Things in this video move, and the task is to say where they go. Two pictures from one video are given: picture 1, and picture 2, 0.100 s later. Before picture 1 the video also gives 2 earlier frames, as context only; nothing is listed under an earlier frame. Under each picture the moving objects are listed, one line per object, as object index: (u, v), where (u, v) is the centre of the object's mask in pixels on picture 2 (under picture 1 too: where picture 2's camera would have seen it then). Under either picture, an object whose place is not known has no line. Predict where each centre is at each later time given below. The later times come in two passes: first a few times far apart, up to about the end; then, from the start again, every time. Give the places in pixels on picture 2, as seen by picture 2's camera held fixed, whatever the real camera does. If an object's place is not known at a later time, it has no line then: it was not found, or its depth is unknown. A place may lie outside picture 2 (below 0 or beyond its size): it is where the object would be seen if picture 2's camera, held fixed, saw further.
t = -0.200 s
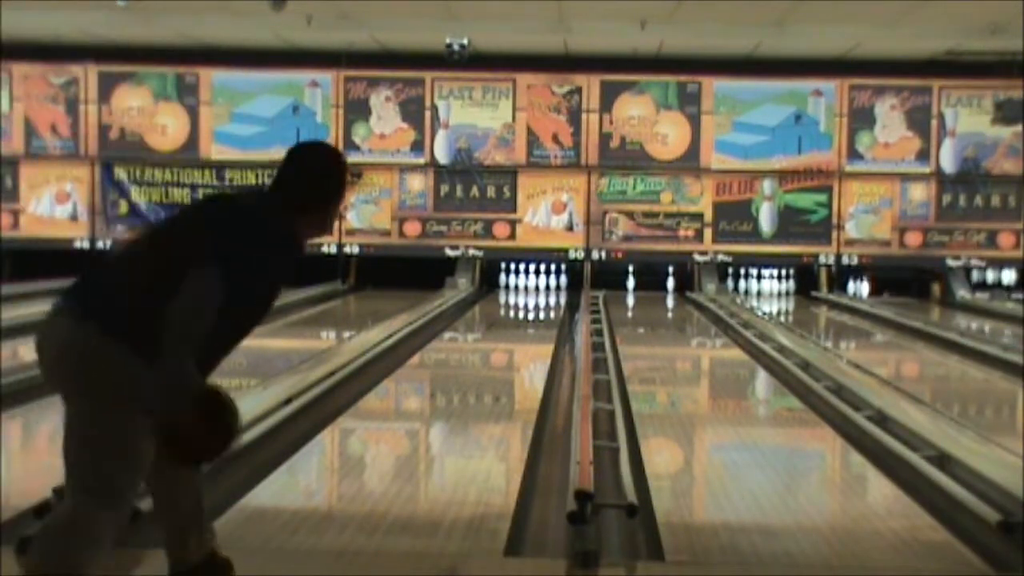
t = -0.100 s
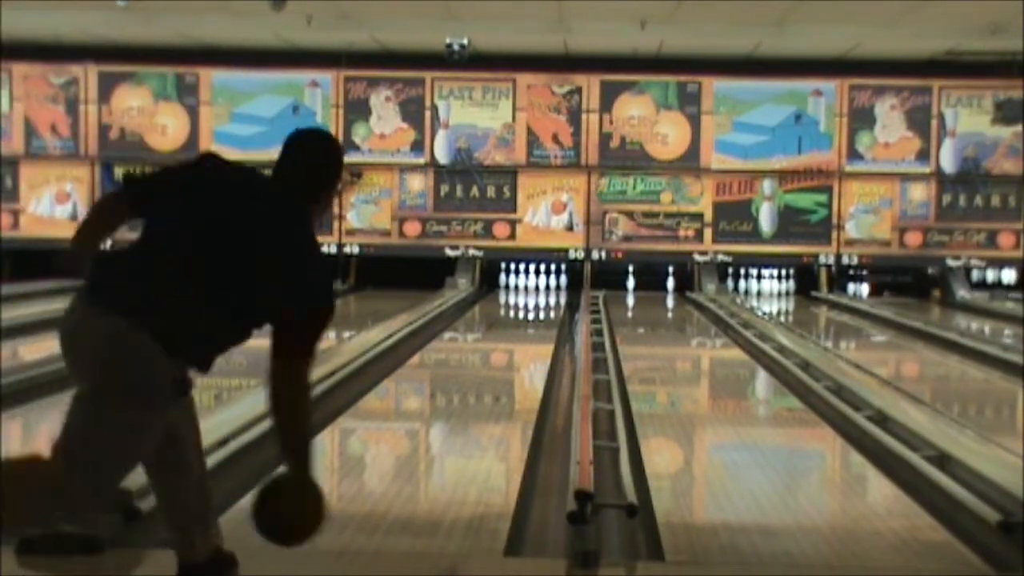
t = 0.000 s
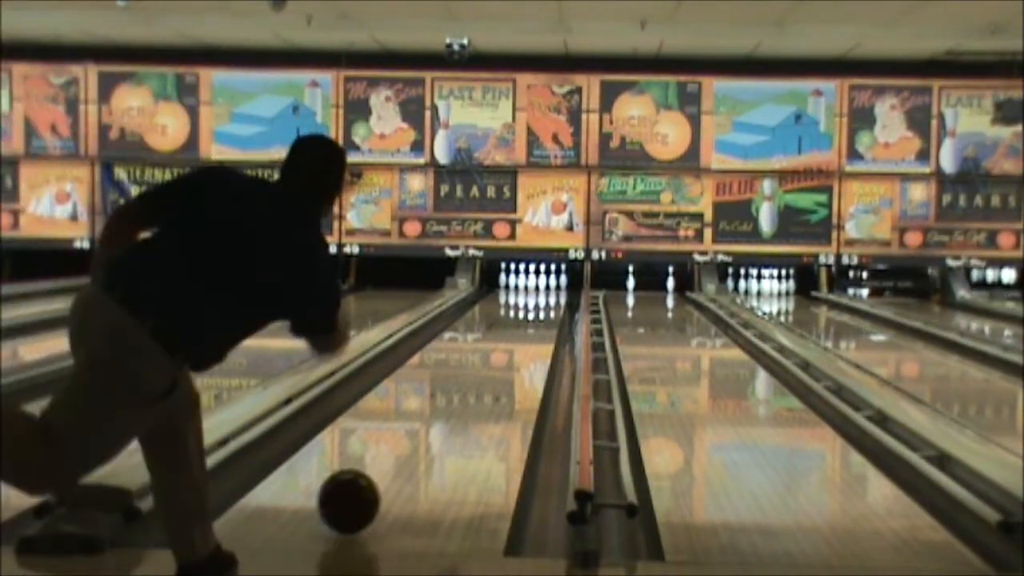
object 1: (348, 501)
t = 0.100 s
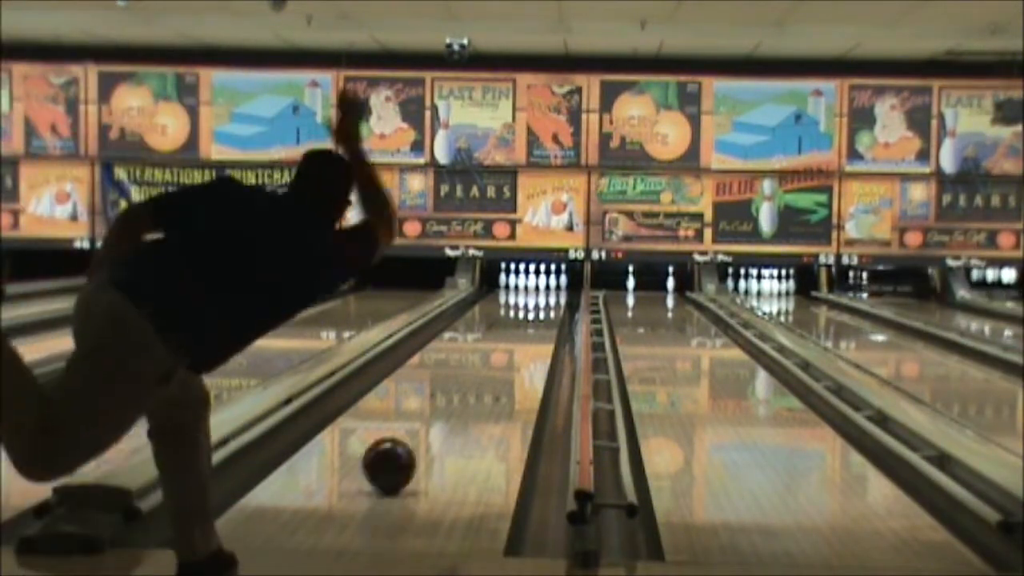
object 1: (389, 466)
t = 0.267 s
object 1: (435, 418)
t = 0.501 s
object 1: (477, 377)
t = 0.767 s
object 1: (505, 346)
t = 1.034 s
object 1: (523, 326)
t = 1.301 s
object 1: (536, 311)
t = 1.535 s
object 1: (542, 301)
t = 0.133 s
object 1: (400, 454)
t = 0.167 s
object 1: (410, 444)
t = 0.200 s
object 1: (419, 435)
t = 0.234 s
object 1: (427, 427)
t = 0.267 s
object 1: (435, 418)
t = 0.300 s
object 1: (443, 411)
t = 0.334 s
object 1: (449, 404)
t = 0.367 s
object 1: (455, 398)
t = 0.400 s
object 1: (461, 392)
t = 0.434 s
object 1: (467, 387)
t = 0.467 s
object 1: (472, 382)
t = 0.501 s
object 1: (477, 377)
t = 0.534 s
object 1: (481, 373)
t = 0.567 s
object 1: (485, 369)
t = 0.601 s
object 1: (489, 364)
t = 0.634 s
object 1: (493, 360)
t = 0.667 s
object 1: (496, 357)
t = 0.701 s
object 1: (499, 354)
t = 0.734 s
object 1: (503, 351)
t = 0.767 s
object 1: (505, 346)
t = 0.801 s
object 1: (508, 343)
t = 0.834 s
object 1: (510, 340)
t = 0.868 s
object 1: (513, 338)
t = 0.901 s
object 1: (515, 335)
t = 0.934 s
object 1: (518, 332)
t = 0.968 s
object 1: (520, 330)
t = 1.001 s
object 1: (521, 328)
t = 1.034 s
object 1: (523, 326)
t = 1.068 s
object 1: (526, 323)
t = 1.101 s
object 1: (527, 322)
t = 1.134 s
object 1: (528, 320)
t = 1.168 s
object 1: (530, 318)
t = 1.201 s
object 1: (531, 316)
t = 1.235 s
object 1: (533, 315)
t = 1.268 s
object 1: (534, 313)
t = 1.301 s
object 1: (536, 311)
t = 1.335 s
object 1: (537, 310)
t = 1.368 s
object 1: (537, 309)
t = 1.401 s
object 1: (539, 307)
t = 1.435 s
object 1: (540, 306)
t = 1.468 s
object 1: (541, 304)
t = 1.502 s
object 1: (541, 303)
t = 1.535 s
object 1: (542, 301)
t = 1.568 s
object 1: (543, 300)
